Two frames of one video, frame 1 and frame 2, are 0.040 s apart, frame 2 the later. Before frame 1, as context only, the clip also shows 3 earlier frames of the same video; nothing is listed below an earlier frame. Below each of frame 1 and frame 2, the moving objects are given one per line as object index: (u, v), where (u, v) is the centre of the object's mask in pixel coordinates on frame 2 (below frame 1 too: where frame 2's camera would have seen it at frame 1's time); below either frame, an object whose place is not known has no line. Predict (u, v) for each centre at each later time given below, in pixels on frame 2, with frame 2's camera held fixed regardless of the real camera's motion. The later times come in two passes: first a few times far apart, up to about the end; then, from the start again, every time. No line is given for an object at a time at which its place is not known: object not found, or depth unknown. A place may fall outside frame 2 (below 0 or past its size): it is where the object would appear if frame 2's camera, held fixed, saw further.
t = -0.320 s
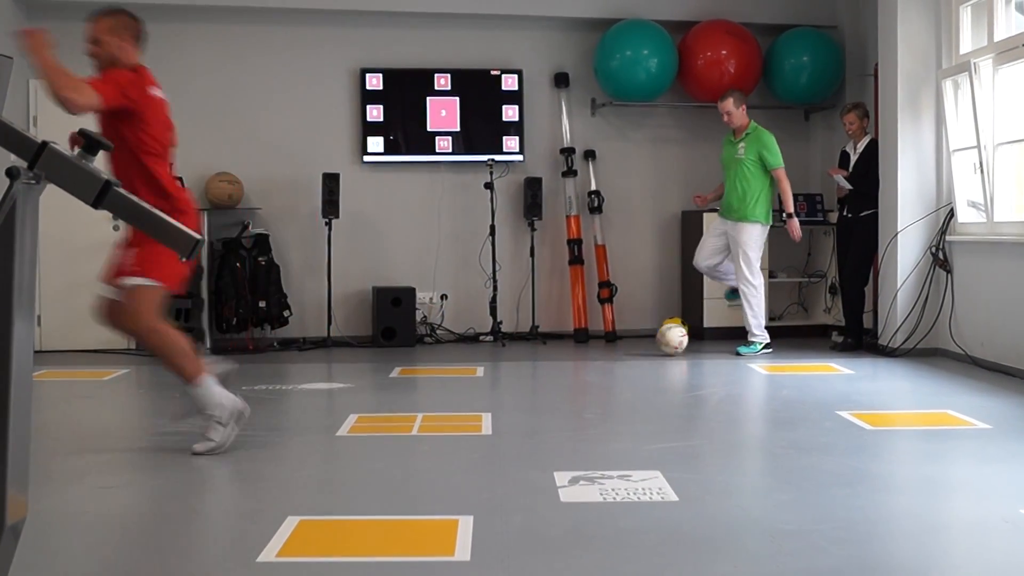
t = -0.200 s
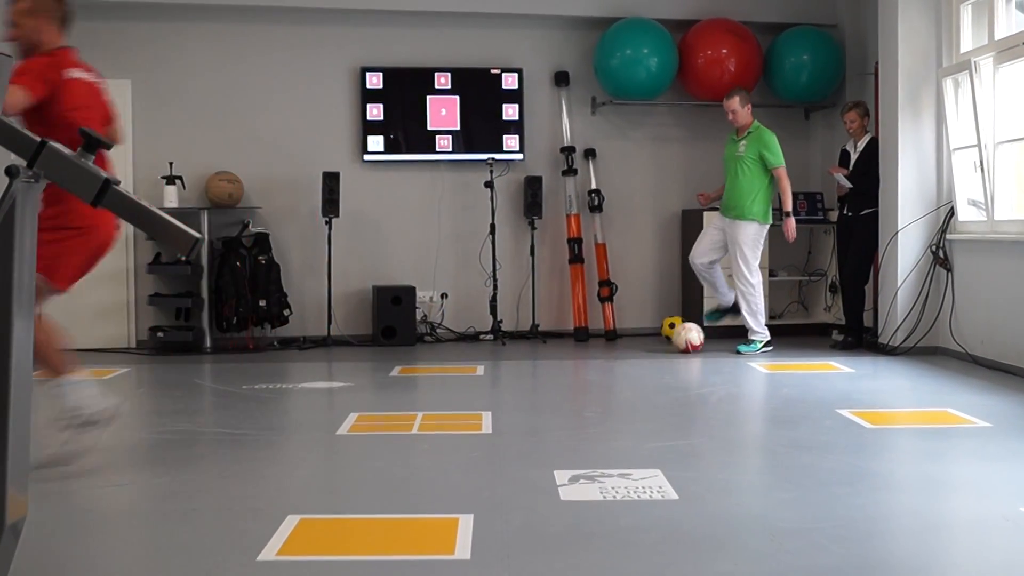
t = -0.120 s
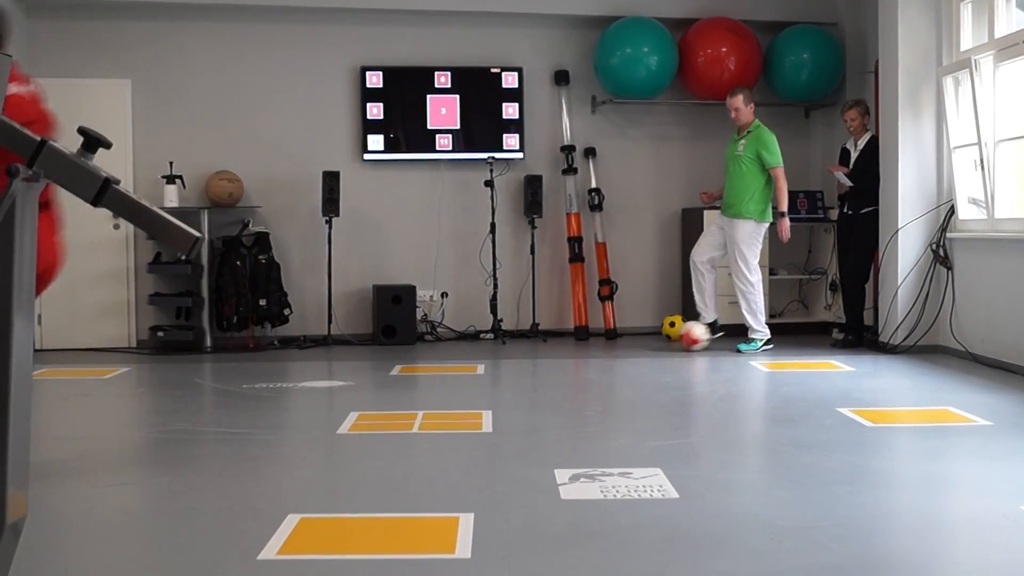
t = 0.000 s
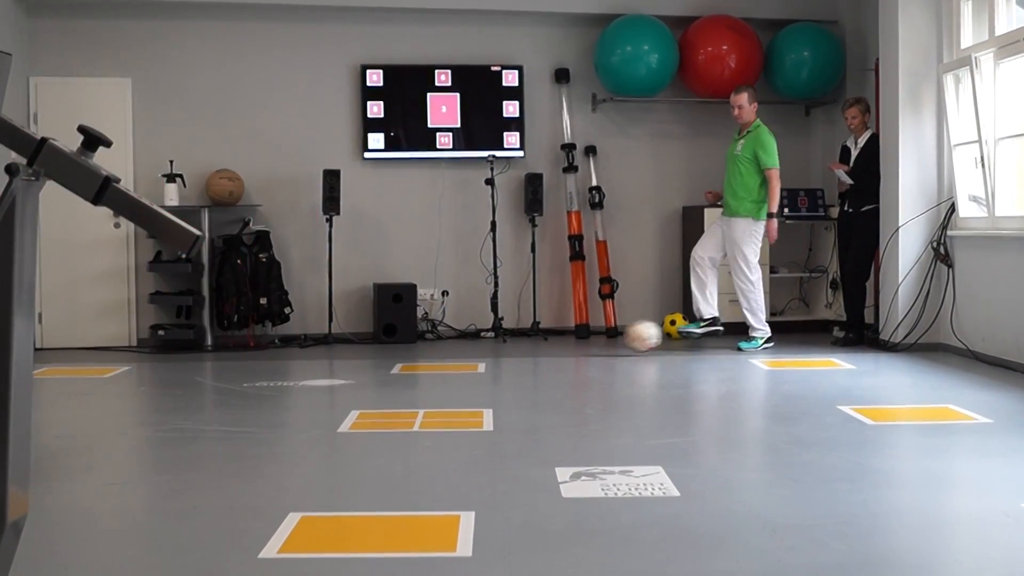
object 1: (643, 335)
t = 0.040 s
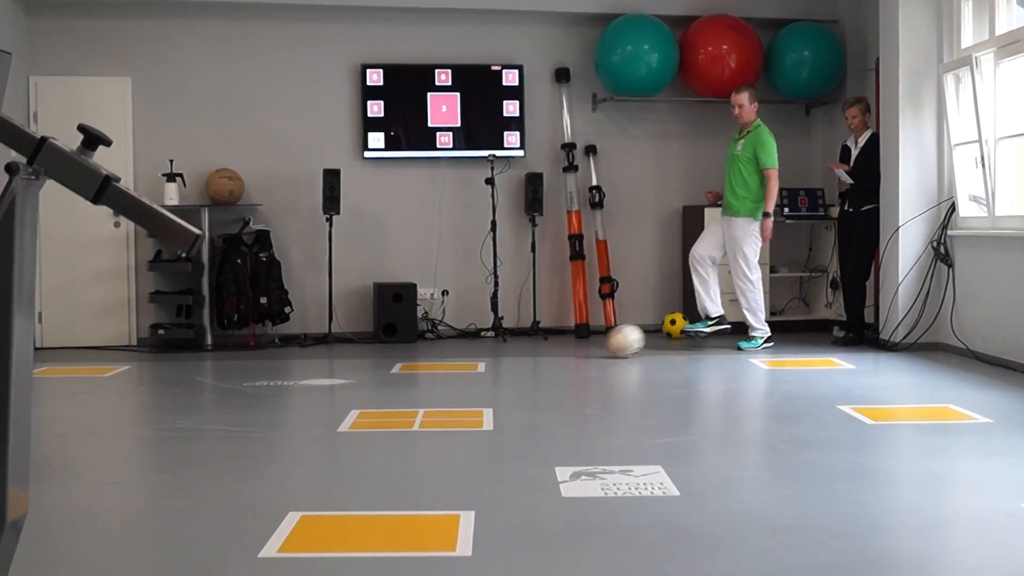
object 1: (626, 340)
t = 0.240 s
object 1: (537, 350)
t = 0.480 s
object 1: (429, 364)
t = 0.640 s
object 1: (353, 374)
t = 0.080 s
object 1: (609, 341)
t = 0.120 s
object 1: (591, 341)
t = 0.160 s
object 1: (574, 344)
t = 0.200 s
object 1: (556, 349)
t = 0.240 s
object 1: (537, 350)
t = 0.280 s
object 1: (519, 352)
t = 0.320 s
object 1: (502, 357)
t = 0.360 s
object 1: (484, 358)
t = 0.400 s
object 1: (467, 360)
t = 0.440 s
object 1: (447, 363)
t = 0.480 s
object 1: (429, 364)
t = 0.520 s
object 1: (411, 365)
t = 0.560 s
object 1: (392, 369)
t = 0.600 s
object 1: (373, 374)
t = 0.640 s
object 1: (353, 374)
